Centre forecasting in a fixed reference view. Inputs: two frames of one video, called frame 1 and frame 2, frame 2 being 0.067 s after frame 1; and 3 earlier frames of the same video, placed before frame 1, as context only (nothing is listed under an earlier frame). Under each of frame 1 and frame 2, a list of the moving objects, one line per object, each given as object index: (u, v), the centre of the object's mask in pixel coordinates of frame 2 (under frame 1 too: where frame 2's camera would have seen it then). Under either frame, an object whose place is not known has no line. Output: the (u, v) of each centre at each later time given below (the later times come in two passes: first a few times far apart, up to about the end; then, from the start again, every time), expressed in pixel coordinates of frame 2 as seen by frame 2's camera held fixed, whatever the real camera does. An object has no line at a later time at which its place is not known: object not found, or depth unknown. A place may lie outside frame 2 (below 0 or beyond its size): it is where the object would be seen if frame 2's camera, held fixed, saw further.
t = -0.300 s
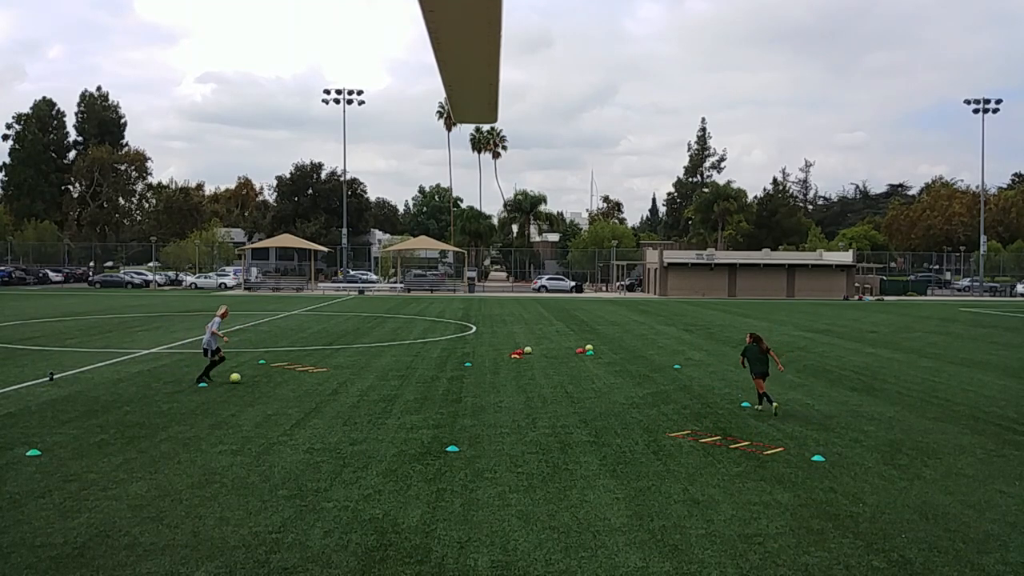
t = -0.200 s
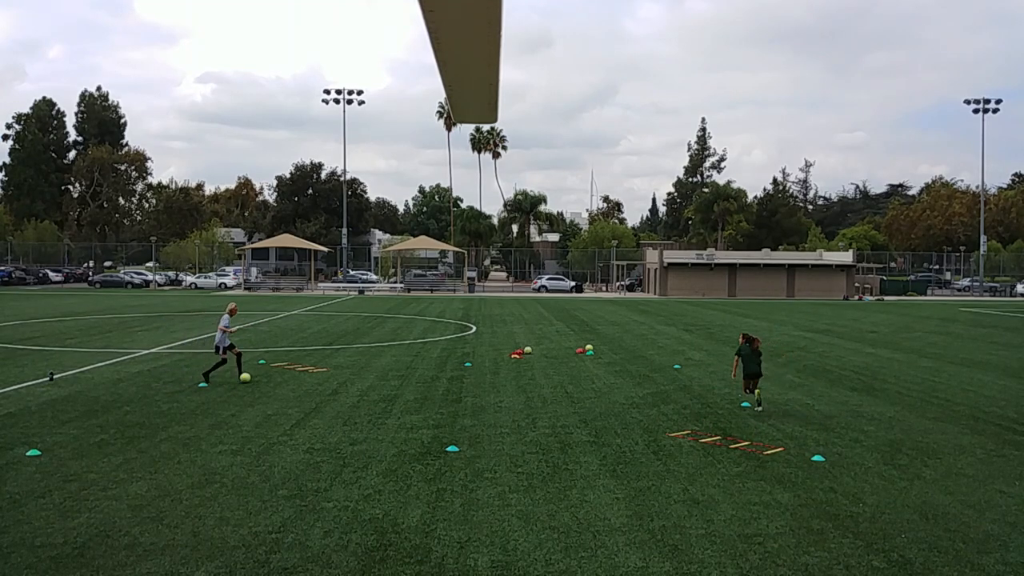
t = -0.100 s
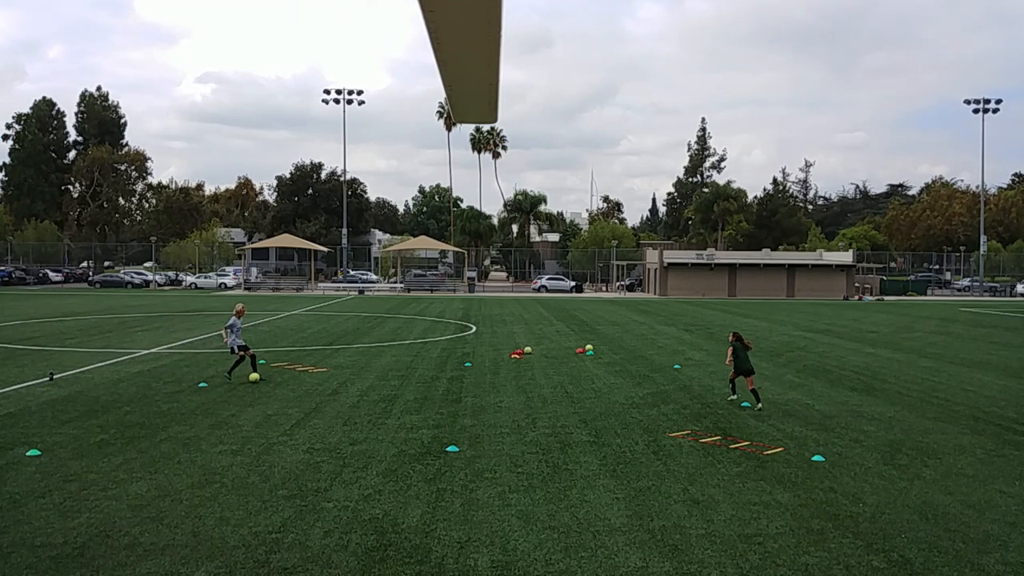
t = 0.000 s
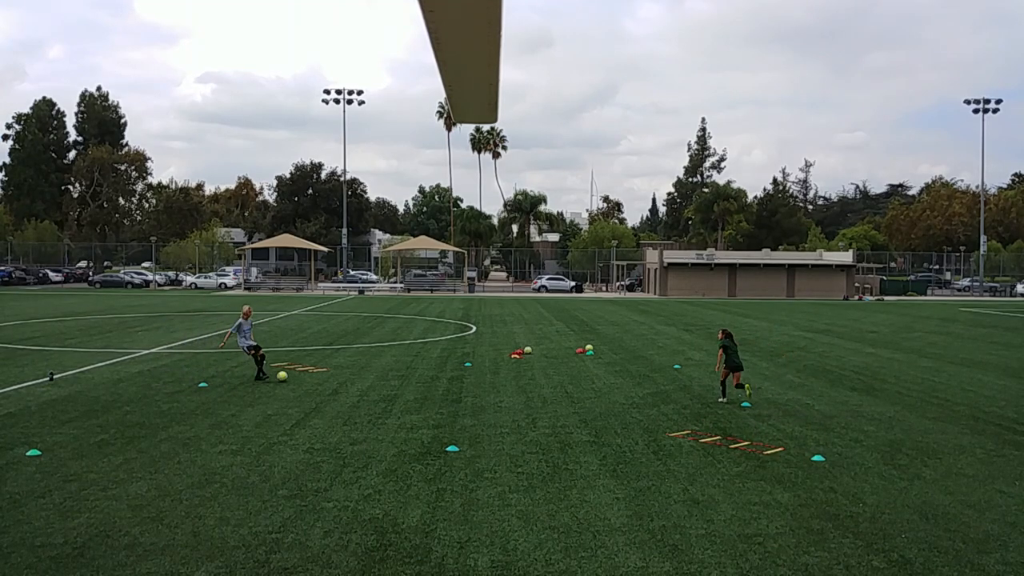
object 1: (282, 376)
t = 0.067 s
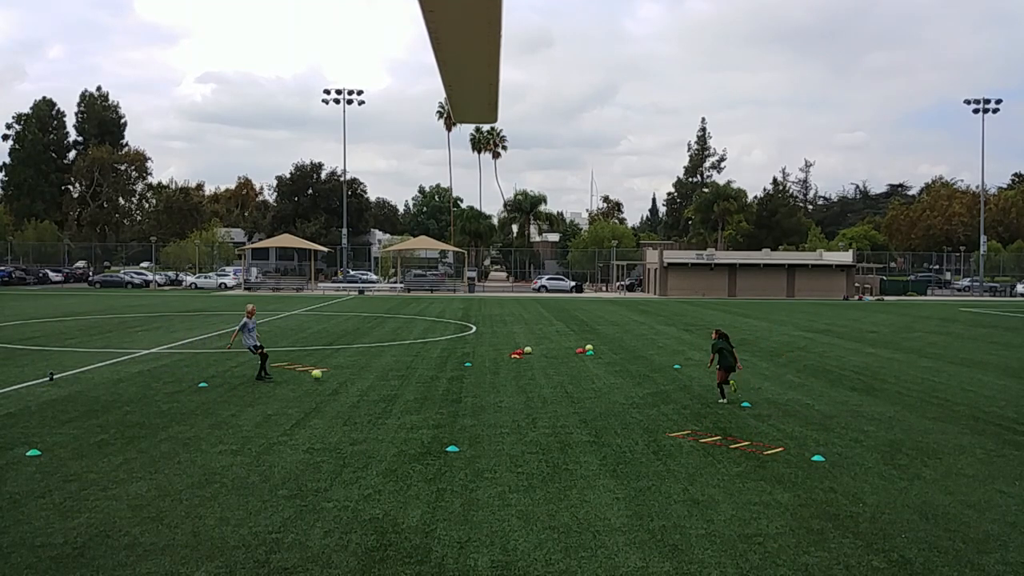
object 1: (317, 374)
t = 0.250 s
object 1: (400, 373)
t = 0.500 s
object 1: (489, 371)
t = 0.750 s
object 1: (560, 369)
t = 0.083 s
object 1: (325, 374)
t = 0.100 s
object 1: (333, 374)
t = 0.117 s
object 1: (341, 374)
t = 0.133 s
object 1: (349, 374)
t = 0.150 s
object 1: (357, 375)
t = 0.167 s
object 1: (365, 375)
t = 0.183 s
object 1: (373, 375)
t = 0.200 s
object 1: (380, 374)
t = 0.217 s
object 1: (387, 373)
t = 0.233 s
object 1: (394, 373)
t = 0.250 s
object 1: (400, 373)
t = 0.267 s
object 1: (407, 372)
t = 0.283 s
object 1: (413, 372)
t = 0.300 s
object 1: (420, 372)
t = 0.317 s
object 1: (426, 372)
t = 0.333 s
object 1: (433, 372)
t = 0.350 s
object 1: (439, 372)
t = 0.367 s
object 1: (446, 372)
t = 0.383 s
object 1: (451, 372)
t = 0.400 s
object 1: (456, 372)
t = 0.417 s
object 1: (462, 371)
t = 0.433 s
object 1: (467, 370)
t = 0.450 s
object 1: (473, 370)
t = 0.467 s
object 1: (479, 370)
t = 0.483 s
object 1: (484, 370)
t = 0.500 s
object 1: (489, 371)
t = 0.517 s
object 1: (494, 371)
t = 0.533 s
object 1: (499, 371)
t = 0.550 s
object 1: (504, 370)
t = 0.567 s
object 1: (509, 370)
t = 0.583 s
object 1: (514, 370)
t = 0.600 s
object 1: (519, 370)
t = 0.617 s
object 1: (524, 370)
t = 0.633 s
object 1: (528, 370)
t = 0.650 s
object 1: (533, 370)
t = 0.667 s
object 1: (538, 370)
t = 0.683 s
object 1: (542, 369)
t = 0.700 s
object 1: (546, 369)
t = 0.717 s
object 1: (551, 369)
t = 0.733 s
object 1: (555, 368)
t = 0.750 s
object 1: (560, 369)
